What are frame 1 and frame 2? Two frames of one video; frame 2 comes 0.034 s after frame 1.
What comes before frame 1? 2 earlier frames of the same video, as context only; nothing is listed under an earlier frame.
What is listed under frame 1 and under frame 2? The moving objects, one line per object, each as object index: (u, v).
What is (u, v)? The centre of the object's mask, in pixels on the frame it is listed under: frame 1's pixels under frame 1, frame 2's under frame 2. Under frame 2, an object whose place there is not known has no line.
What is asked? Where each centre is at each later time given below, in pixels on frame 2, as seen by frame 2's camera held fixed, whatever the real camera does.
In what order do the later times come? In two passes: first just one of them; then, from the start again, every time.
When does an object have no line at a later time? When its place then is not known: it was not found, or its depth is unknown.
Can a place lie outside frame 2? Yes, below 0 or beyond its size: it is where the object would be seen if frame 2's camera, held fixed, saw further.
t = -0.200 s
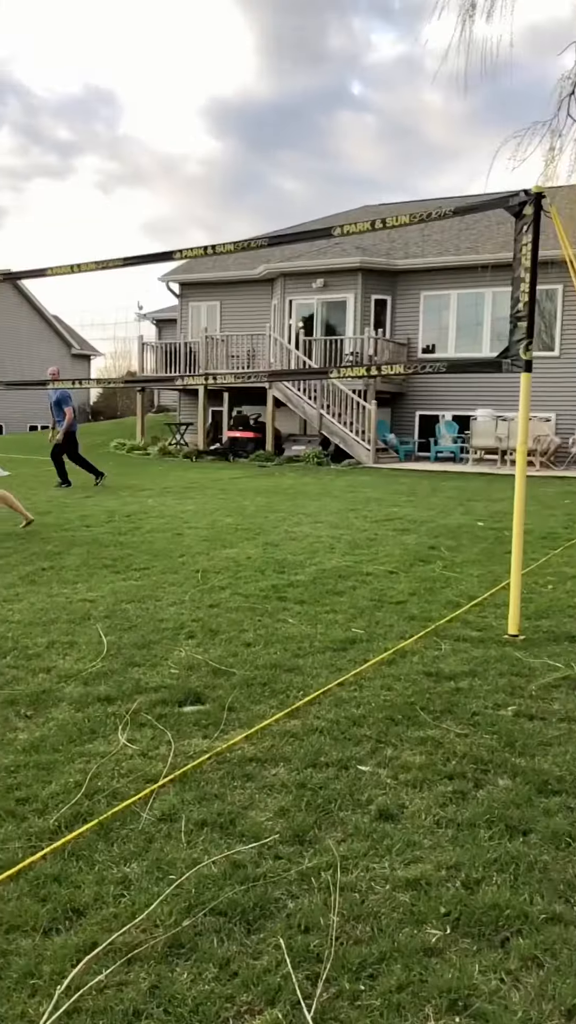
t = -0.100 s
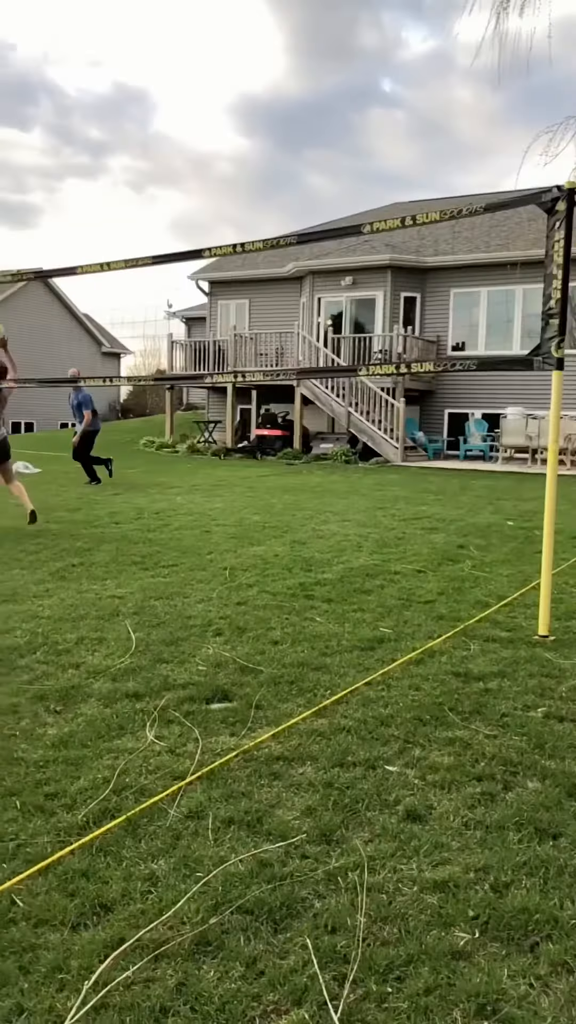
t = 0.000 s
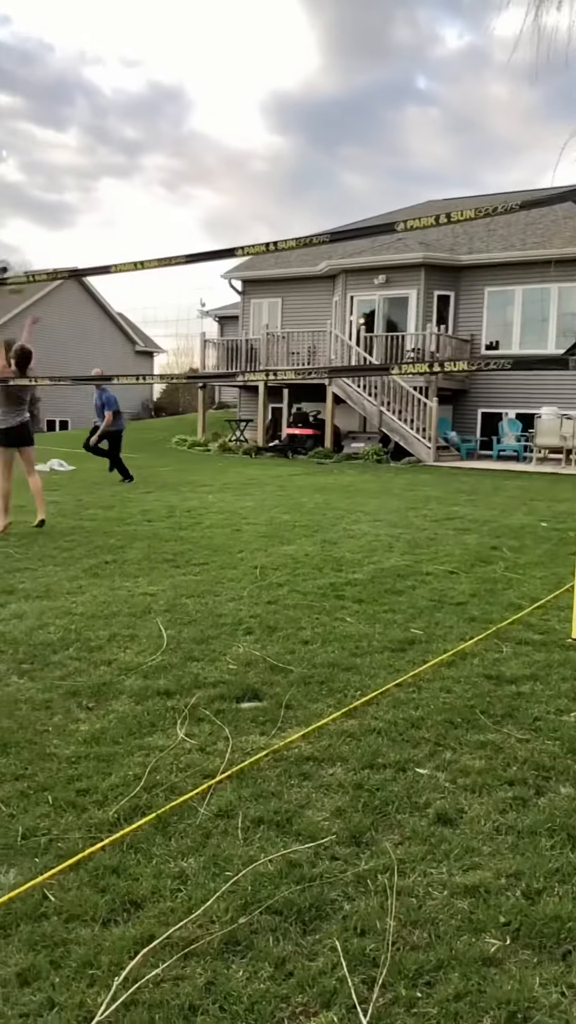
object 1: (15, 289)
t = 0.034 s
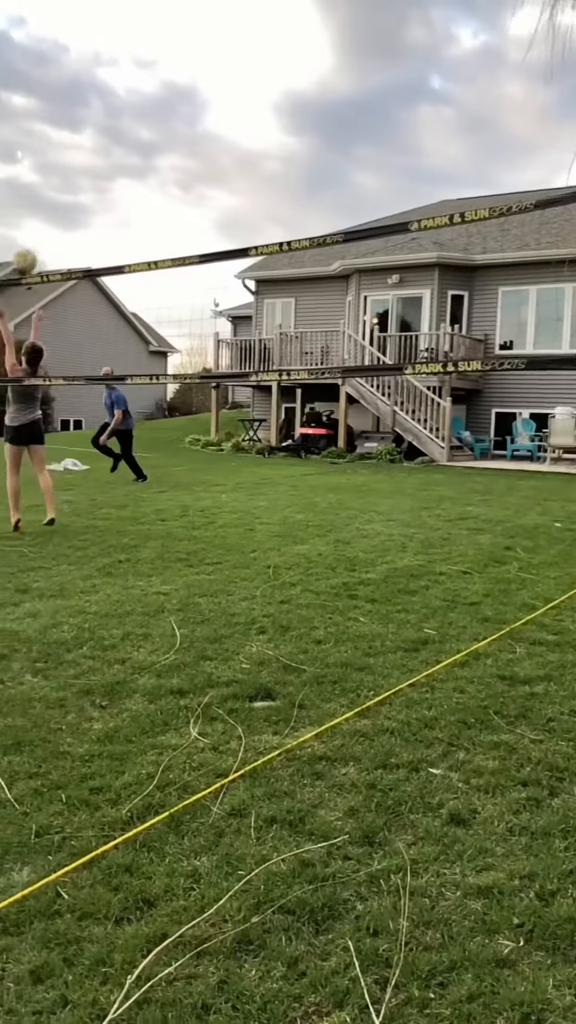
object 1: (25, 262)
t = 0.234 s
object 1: (1, 156)
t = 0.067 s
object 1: (20, 240)
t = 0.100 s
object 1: (16, 220)
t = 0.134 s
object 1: (12, 202)
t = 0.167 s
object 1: (8, 185)
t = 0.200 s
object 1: (4, 169)
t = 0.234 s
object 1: (1, 156)
